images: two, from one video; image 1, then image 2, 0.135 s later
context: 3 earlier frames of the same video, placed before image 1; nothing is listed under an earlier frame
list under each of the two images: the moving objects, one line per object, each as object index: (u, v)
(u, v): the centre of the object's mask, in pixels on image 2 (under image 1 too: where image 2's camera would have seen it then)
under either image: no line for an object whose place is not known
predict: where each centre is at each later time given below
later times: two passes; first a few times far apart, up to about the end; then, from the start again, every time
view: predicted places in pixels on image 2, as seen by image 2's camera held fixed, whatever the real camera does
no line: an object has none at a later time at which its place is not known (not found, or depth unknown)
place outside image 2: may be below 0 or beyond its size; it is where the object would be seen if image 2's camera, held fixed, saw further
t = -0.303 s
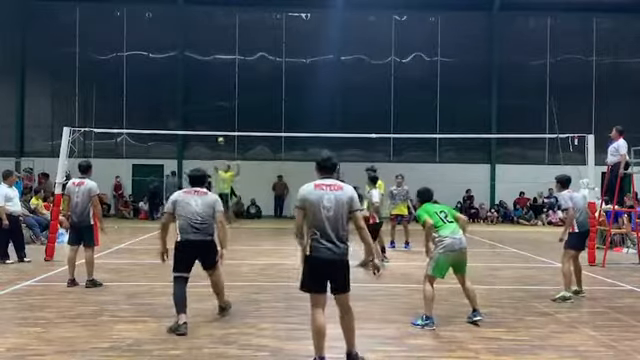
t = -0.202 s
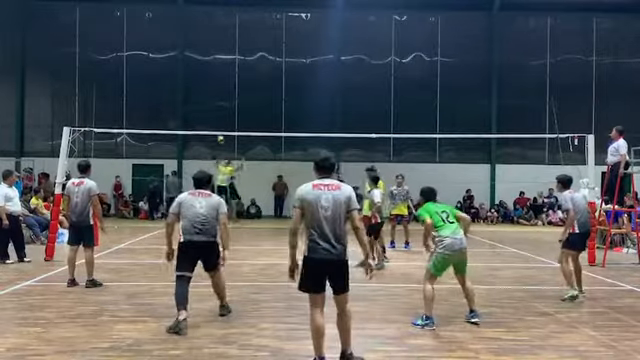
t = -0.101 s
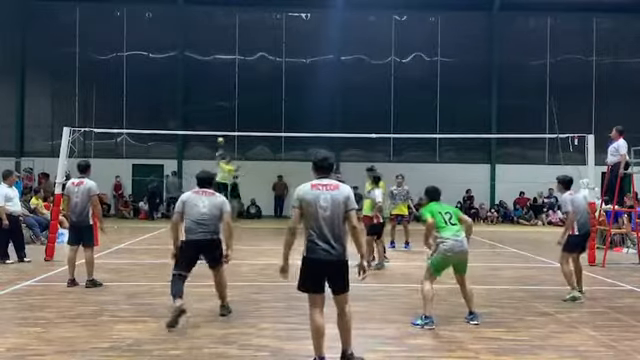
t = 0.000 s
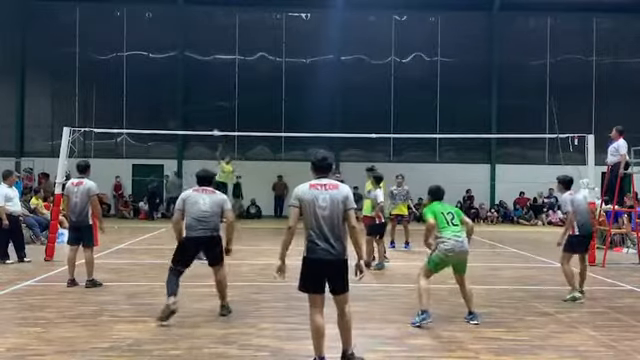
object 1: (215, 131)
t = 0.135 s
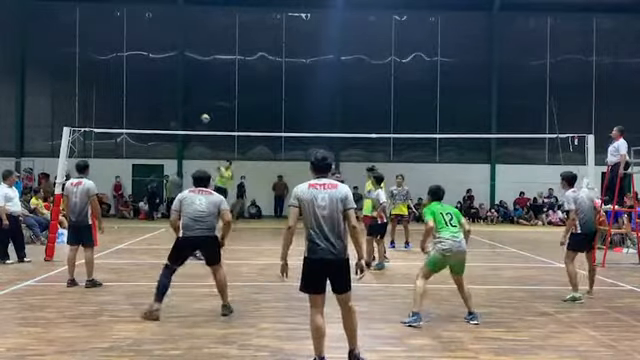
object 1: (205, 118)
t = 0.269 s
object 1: (194, 109)
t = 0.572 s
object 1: (164, 117)
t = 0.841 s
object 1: (119, 166)
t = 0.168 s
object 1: (202, 115)
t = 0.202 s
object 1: (199, 113)
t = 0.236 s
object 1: (196, 110)
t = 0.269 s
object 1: (194, 109)
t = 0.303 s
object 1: (191, 108)
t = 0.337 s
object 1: (189, 107)
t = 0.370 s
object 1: (186, 107)
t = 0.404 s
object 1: (182, 108)
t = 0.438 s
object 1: (179, 108)
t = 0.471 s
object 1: (176, 110)
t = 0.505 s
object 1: (172, 112)
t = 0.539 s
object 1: (168, 114)
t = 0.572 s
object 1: (164, 117)
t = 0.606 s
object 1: (160, 121)
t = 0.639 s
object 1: (154, 124)
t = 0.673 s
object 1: (149, 128)
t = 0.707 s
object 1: (142, 135)
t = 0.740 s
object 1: (138, 139)
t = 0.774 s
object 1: (131, 148)
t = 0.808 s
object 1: (125, 155)
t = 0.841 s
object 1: (119, 166)
